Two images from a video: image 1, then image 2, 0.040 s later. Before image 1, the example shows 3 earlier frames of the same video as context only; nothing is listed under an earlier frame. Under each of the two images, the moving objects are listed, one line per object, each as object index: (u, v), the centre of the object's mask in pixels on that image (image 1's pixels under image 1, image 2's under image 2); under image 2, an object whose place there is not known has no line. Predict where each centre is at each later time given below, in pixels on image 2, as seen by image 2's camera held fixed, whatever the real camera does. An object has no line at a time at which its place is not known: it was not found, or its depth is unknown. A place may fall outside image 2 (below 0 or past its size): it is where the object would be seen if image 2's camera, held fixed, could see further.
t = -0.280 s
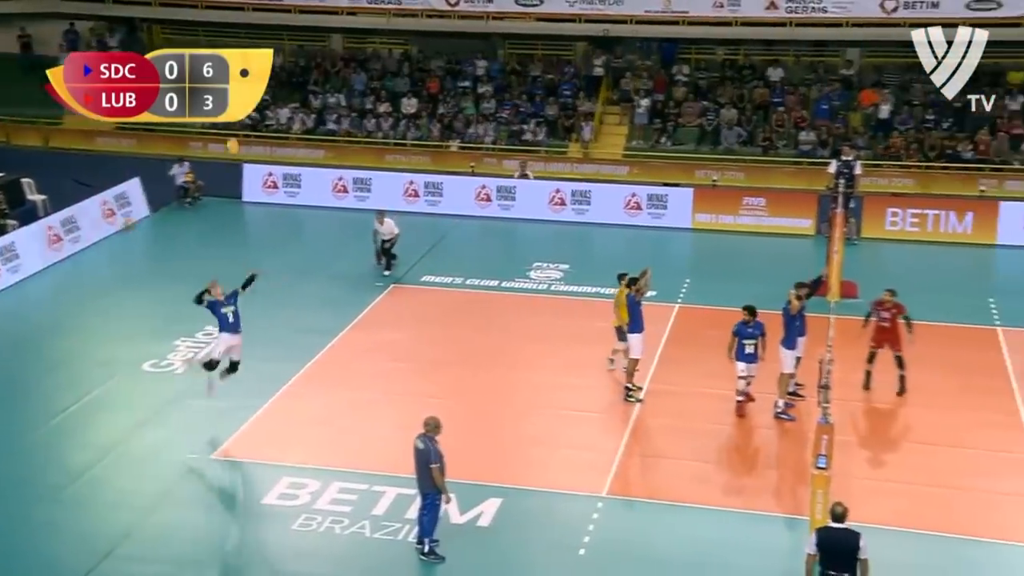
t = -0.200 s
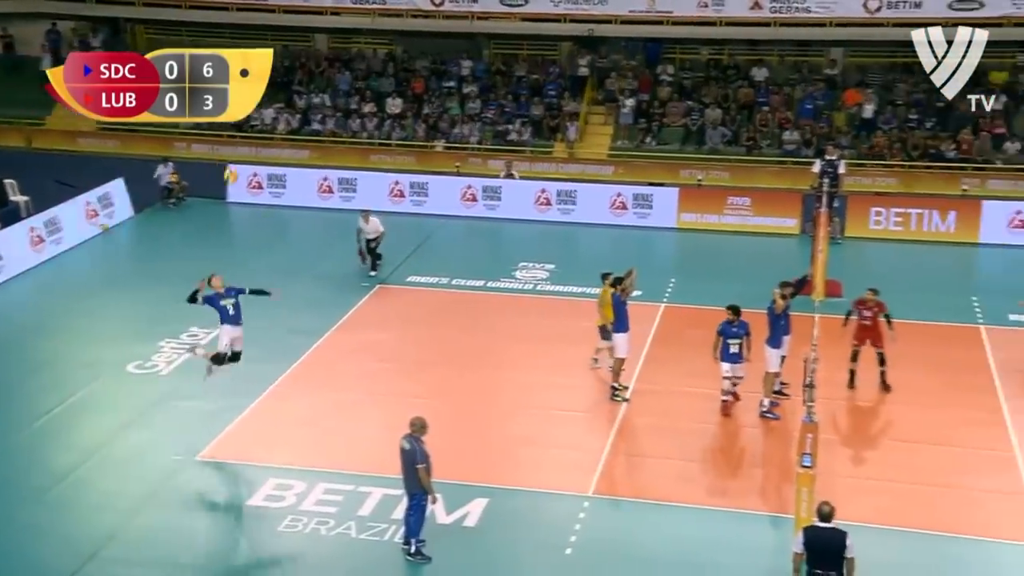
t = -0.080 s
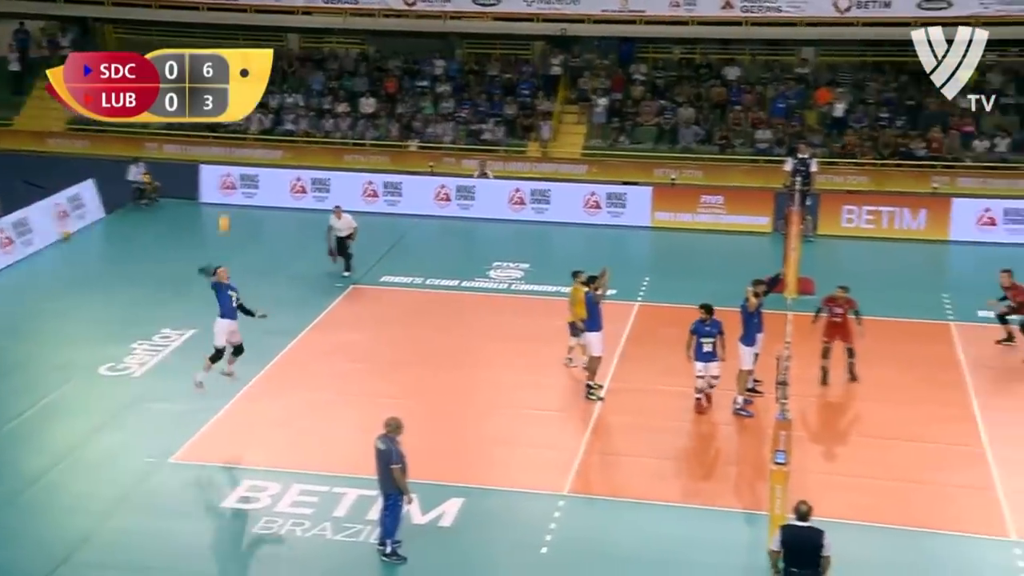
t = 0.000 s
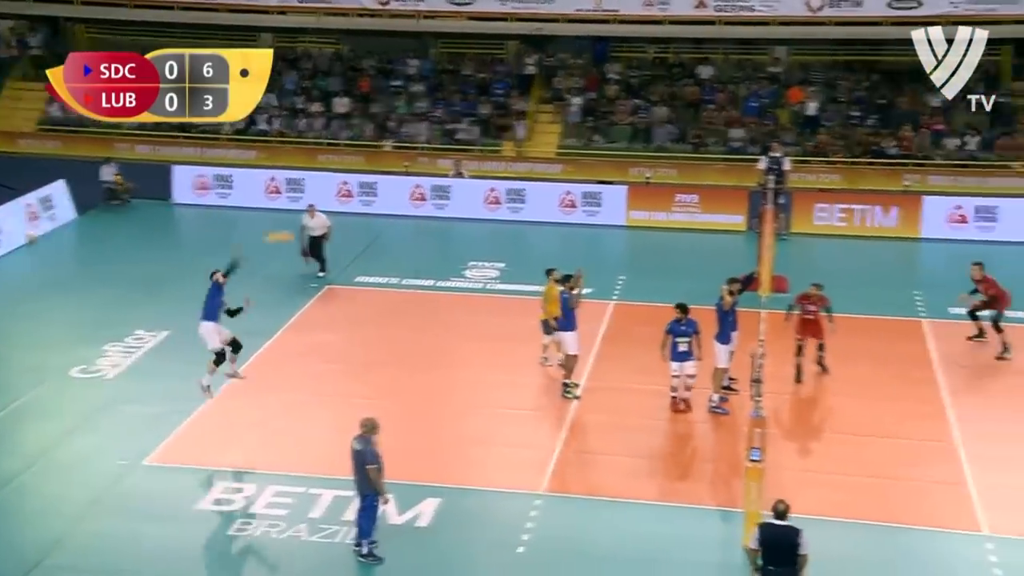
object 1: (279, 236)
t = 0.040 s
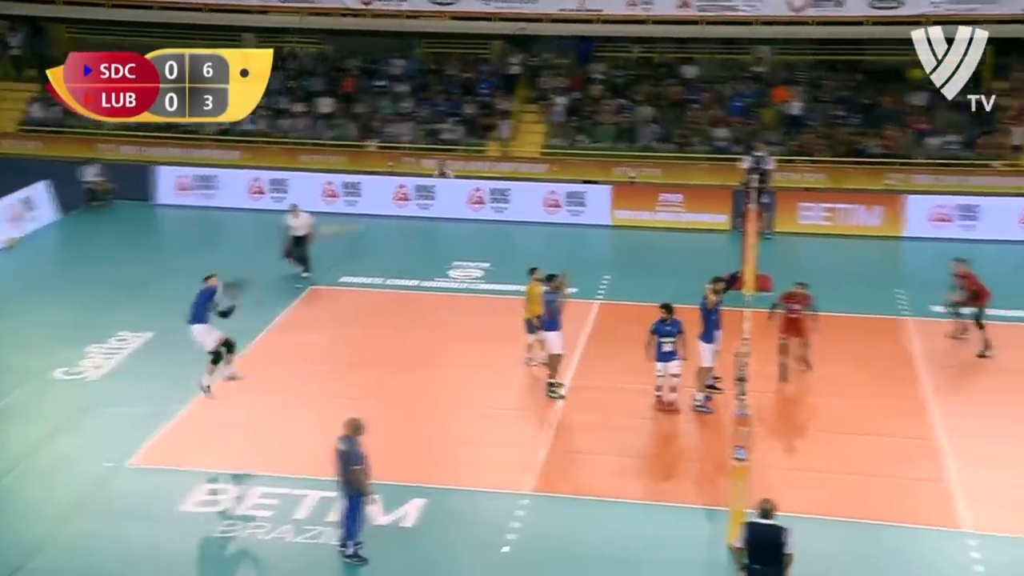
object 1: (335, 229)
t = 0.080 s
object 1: (417, 224)
